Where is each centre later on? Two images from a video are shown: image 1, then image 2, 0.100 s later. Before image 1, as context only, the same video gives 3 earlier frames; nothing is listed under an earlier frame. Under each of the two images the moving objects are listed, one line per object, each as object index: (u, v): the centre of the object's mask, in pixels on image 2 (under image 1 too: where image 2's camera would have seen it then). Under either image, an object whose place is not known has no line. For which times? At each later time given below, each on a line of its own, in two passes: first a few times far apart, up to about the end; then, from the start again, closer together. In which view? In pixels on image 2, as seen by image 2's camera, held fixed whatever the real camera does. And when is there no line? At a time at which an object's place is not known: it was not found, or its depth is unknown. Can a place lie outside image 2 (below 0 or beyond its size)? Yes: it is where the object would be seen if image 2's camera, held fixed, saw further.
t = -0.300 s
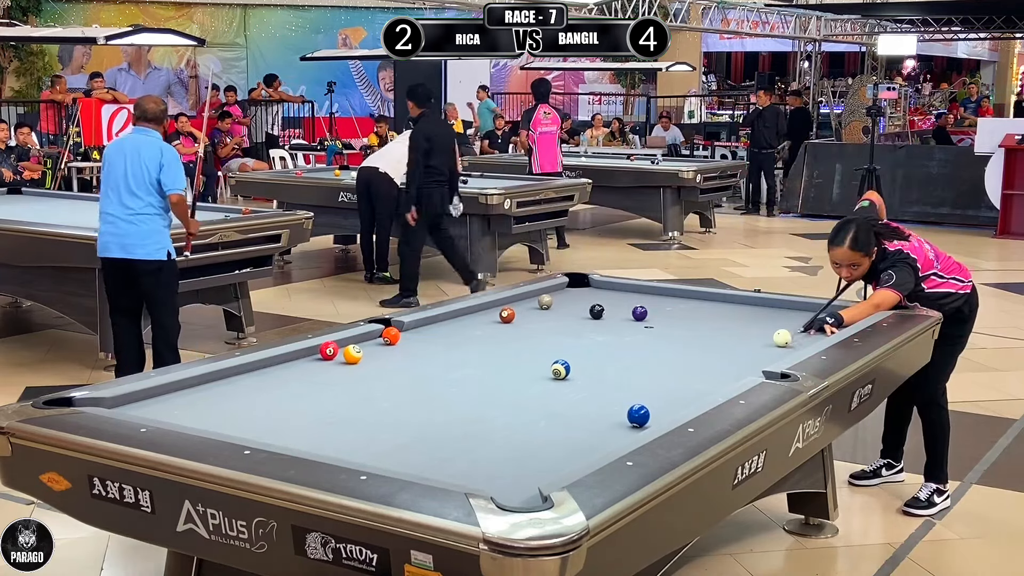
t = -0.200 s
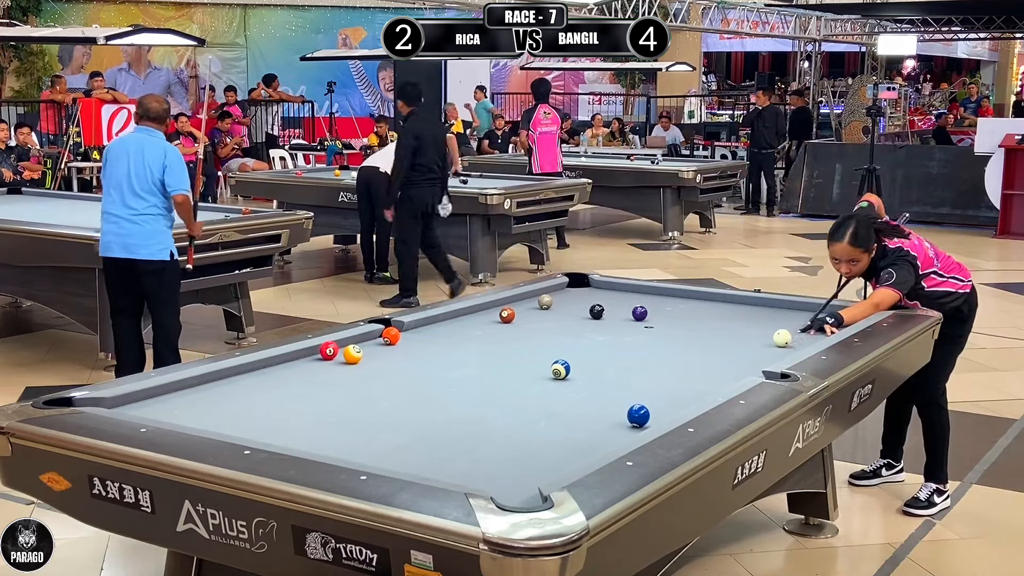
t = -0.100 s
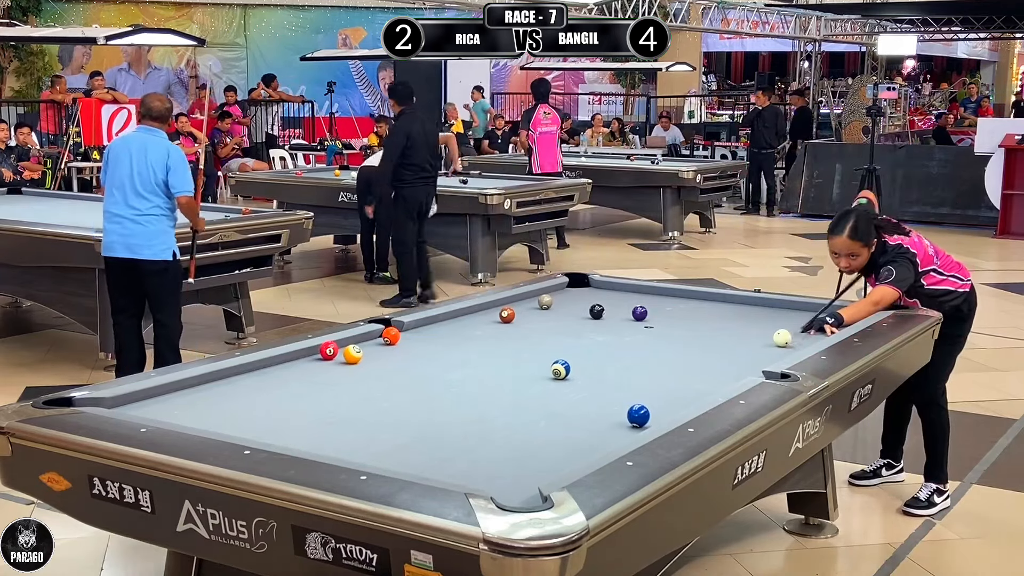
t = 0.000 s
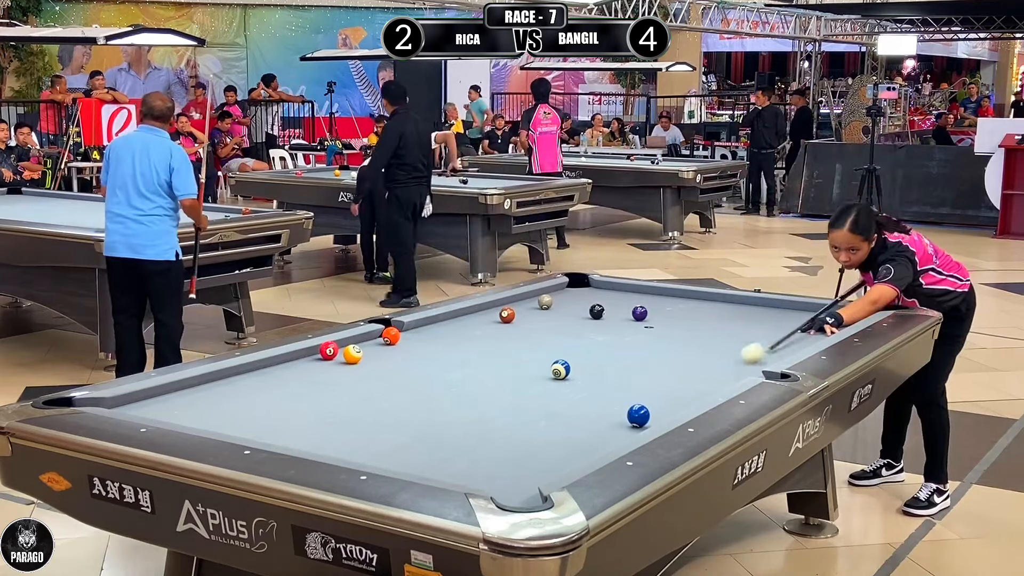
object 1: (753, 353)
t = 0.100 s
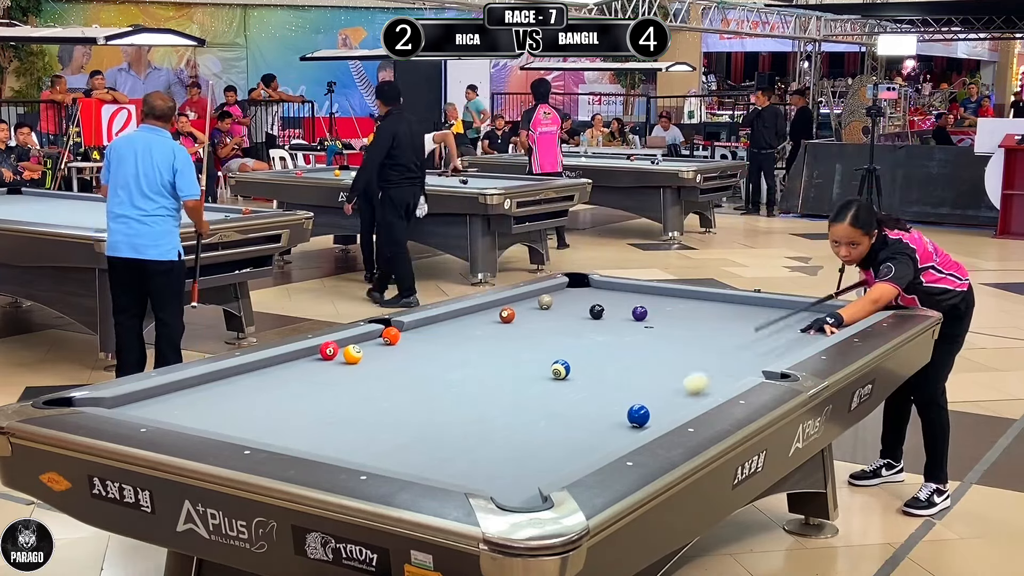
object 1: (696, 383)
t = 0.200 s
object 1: (644, 410)
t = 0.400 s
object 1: (639, 407)
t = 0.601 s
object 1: (639, 402)
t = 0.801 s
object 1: (639, 398)
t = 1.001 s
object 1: (639, 394)
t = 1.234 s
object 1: (640, 390)
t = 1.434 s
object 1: (639, 388)
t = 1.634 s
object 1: (640, 386)
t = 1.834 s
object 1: (639, 384)
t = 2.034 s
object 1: (639, 382)
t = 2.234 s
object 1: (640, 381)
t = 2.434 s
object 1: (640, 380)
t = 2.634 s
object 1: (640, 379)
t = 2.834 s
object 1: (641, 379)
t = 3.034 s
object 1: (641, 378)
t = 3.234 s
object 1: (641, 378)
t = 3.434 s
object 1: (641, 379)
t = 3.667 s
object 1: (641, 378)
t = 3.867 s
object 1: (641, 378)
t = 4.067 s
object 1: (641, 378)
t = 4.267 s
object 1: (641, 378)
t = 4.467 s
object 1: (641, 378)
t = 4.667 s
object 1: (641, 378)
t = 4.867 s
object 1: (641, 378)
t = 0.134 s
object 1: (674, 395)
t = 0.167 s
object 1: (655, 405)
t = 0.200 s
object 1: (644, 410)
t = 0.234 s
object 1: (642, 411)
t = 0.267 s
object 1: (640, 410)
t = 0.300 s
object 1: (640, 409)
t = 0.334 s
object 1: (639, 409)
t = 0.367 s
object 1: (640, 408)
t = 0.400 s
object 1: (639, 407)
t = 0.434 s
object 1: (639, 406)
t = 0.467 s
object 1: (639, 405)
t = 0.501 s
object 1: (639, 405)
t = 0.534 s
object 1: (639, 404)
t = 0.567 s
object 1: (639, 403)
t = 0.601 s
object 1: (639, 402)
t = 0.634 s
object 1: (639, 402)
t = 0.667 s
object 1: (639, 401)
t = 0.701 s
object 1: (639, 400)
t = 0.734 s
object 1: (639, 400)
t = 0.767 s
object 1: (639, 399)
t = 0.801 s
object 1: (639, 398)
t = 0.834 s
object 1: (639, 398)
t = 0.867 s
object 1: (639, 397)
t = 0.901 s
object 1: (640, 396)
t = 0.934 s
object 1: (639, 396)
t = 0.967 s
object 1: (639, 395)
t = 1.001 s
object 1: (639, 394)
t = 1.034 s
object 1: (639, 394)
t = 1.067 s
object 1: (640, 393)
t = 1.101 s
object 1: (640, 393)
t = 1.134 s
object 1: (639, 392)
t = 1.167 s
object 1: (639, 392)
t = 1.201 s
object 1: (640, 391)
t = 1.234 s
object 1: (640, 390)
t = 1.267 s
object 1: (640, 390)
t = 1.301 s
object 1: (640, 390)
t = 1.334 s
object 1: (639, 389)
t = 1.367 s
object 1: (639, 389)
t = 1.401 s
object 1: (639, 388)
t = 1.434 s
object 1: (639, 388)
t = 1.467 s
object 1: (639, 387)
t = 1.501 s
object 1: (639, 387)
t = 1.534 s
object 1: (639, 386)
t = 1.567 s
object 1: (639, 386)
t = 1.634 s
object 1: (640, 386)
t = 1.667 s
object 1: (640, 385)
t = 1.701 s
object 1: (640, 385)
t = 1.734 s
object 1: (640, 385)
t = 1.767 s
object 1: (639, 384)
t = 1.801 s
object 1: (639, 384)
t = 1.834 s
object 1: (639, 384)
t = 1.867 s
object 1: (639, 384)
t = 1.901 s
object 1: (640, 383)
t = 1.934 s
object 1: (640, 383)
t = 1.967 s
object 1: (639, 383)
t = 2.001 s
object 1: (639, 382)
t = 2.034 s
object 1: (639, 382)
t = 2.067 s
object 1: (639, 382)
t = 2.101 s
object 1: (640, 381)
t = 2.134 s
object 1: (640, 381)
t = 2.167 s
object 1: (640, 381)
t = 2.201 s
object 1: (640, 381)
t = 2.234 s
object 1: (640, 381)
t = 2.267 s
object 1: (640, 380)
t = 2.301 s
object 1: (640, 380)
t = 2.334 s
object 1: (640, 380)
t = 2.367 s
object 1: (640, 380)
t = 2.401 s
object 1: (640, 380)
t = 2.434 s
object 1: (640, 380)
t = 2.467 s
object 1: (640, 380)
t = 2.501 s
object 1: (640, 379)
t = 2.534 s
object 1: (640, 379)
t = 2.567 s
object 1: (640, 379)
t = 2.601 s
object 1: (640, 379)
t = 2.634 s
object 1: (640, 379)
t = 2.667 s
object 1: (640, 379)
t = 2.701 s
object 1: (640, 379)
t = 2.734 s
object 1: (641, 379)
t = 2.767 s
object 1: (641, 379)
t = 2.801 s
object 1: (641, 379)
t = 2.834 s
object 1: (641, 379)
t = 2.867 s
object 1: (641, 379)
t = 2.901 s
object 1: (641, 379)
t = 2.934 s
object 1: (641, 378)
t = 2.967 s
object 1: (641, 378)
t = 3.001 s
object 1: (641, 378)
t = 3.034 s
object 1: (641, 378)
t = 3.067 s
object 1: (641, 378)
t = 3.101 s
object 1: (641, 378)
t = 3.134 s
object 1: (641, 378)
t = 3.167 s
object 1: (641, 378)
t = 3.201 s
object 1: (641, 378)
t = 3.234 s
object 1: (641, 378)
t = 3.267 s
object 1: (641, 379)
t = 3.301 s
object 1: (641, 379)
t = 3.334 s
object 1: (641, 378)
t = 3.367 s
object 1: (641, 379)
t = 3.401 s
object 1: (641, 379)
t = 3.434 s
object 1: (641, 379)
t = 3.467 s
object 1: (641, 379)
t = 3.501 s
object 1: (641, 378)
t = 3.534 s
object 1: (641, 378)
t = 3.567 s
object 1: (641, 379)
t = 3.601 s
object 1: (641, 378)
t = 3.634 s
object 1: (641, 378)
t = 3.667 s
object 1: (641, 378)
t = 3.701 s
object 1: (641, 378)
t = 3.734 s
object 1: (641, 378)
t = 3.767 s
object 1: (641, 378)
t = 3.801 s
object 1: (641, 378)
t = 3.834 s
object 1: (641, 378)
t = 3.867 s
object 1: (641, 378)
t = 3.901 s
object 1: (641, 378)
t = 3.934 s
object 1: (641, 378)
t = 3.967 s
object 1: (641, 378)
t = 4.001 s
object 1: (641, 378)
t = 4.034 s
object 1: (641, 378)
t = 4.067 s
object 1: (641, 378)
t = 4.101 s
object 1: (641, 378)
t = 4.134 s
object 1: (641, 378)
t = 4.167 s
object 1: (641, 378)
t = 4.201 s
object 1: (641, 378)
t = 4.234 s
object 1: (641, 378)
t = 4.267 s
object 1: (641, 378)
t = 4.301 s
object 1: (641, 378)
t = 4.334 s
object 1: (641, 378)
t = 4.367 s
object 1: (641, 378)
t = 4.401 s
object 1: (641, 378)
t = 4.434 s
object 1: (641, 378)
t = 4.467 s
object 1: (641, 378)
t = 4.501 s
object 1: (641, 378)
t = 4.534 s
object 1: (641, 378)
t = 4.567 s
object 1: (641, 378)
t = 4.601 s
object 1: (641, 378)
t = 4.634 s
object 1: (641, 378)
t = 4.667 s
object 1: (641, 378)
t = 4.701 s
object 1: (641, 378)
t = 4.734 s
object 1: (641, 378)
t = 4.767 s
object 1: (641, 378)
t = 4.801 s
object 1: (641, 378)
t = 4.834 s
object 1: (641, 378)
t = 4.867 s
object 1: (641, 378)
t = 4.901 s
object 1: (641, 378)
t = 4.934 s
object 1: (641, 378)
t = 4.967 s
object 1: (641, 378)
